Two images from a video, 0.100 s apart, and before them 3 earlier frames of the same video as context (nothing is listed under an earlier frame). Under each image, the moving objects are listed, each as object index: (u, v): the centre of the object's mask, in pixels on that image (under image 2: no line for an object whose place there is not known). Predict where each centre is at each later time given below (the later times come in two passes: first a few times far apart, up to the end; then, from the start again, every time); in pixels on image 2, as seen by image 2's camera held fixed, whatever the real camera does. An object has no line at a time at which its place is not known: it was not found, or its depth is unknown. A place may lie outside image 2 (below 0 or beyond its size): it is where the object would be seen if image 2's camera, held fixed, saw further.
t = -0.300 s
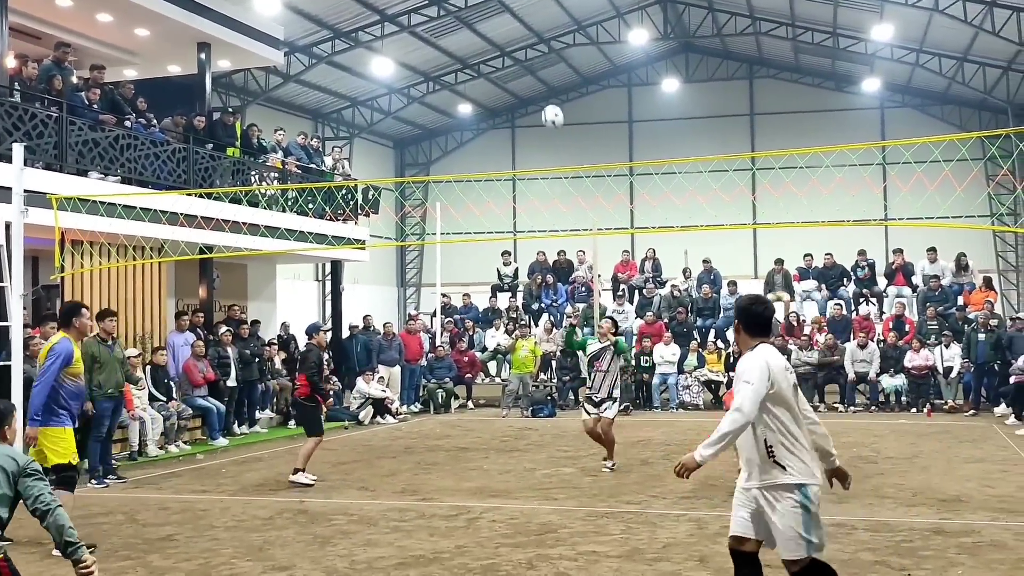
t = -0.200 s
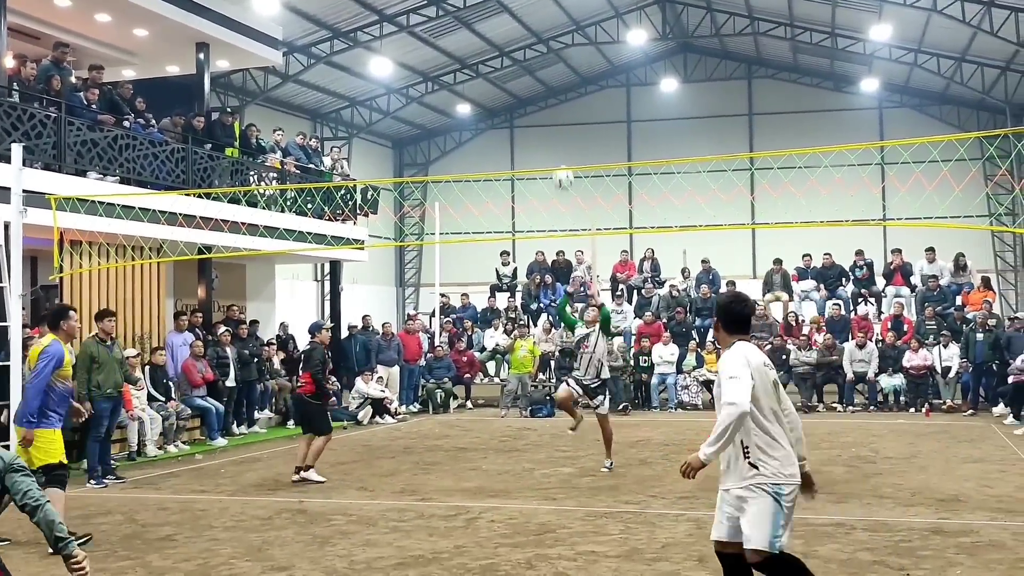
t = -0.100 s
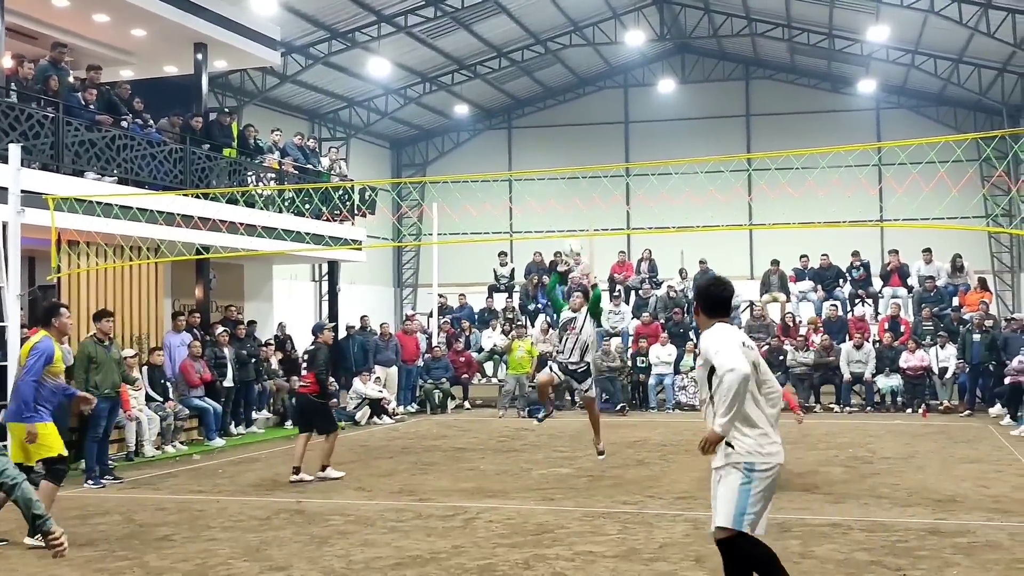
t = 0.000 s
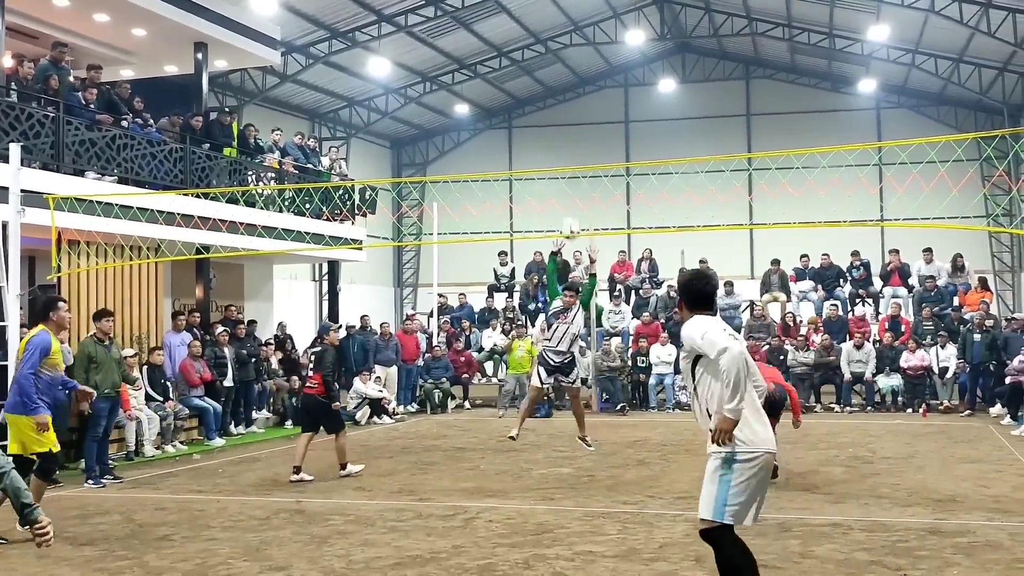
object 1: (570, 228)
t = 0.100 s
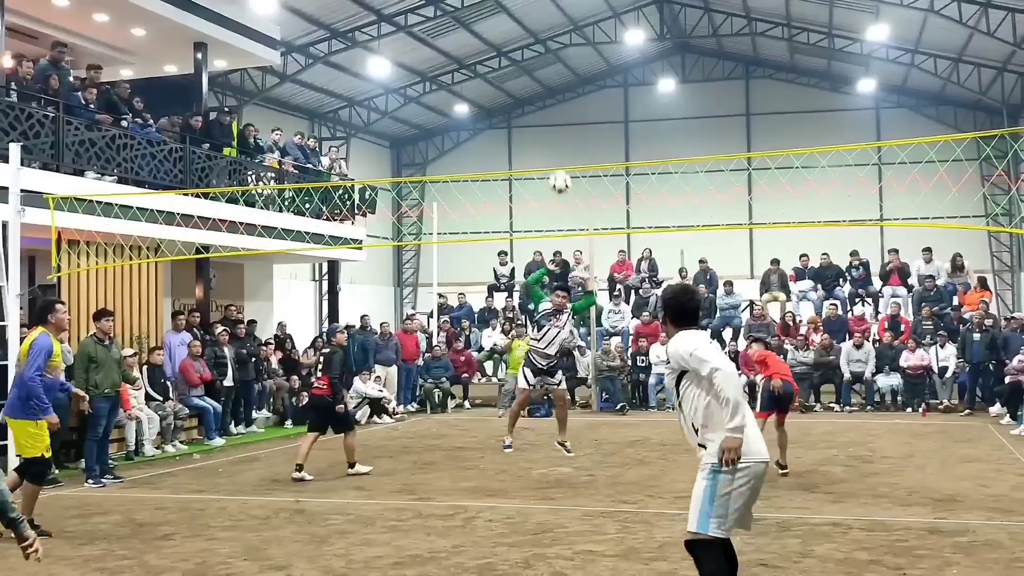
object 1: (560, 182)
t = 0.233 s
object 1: (546, 132)
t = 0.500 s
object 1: (516, 78)
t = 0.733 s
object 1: (487, 92)
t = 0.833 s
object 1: (471, 119)
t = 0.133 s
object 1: (556, 168)
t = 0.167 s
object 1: (553, 155)
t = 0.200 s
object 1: (550, 143)
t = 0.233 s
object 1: (546, 132)
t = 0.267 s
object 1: (542, 122)
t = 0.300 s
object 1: (538, 113)
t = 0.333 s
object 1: (535, 104)
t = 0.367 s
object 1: (531, 97)
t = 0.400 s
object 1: (527, 90)
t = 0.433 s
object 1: (523, 85)
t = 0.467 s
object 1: (520, 80)
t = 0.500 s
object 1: (516, 78)
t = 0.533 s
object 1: (512, 76)
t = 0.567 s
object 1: (508, 75)
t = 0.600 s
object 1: (504, 76)
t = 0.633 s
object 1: (500, 78)
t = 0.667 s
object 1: (495, 81)
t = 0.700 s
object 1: (491, 86)
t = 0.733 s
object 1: (487, 92)
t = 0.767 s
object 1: (483, 100)
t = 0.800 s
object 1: (478, 109)
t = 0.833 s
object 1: (471, 119)
